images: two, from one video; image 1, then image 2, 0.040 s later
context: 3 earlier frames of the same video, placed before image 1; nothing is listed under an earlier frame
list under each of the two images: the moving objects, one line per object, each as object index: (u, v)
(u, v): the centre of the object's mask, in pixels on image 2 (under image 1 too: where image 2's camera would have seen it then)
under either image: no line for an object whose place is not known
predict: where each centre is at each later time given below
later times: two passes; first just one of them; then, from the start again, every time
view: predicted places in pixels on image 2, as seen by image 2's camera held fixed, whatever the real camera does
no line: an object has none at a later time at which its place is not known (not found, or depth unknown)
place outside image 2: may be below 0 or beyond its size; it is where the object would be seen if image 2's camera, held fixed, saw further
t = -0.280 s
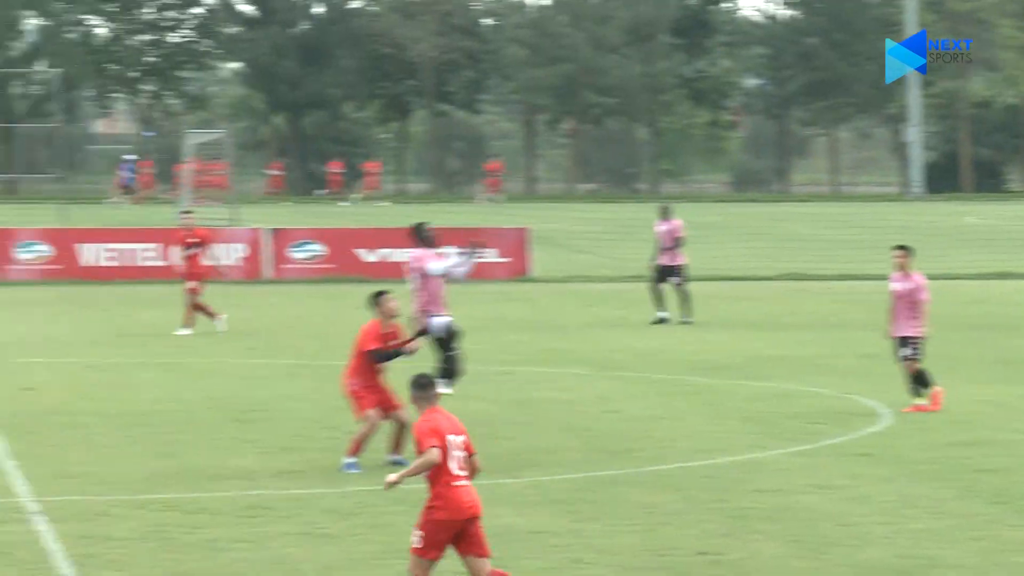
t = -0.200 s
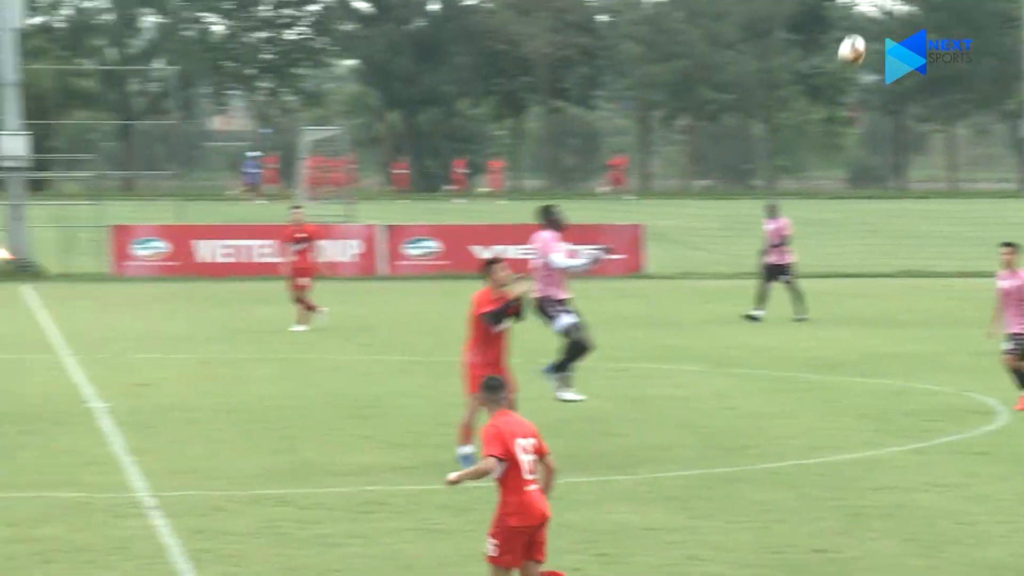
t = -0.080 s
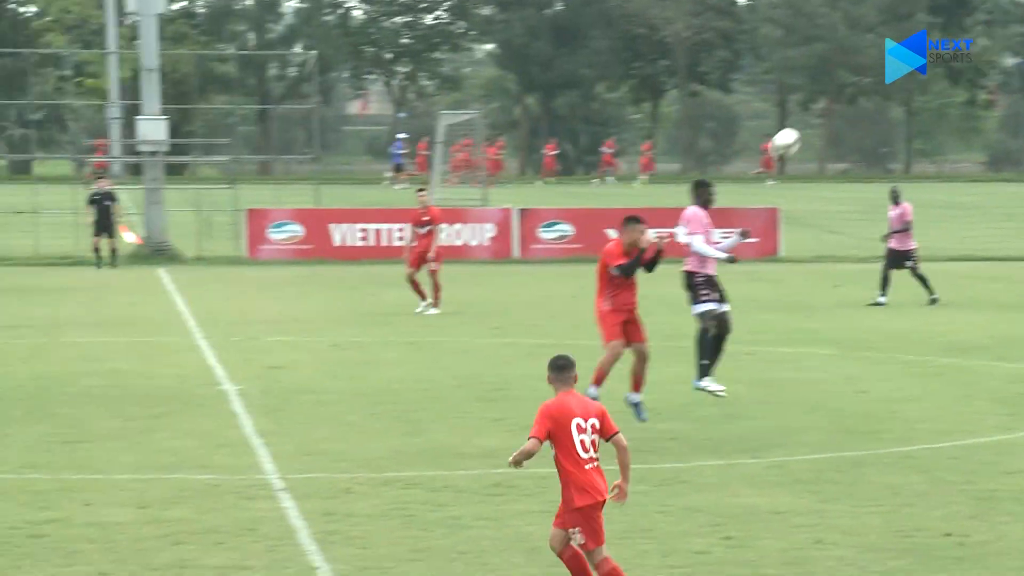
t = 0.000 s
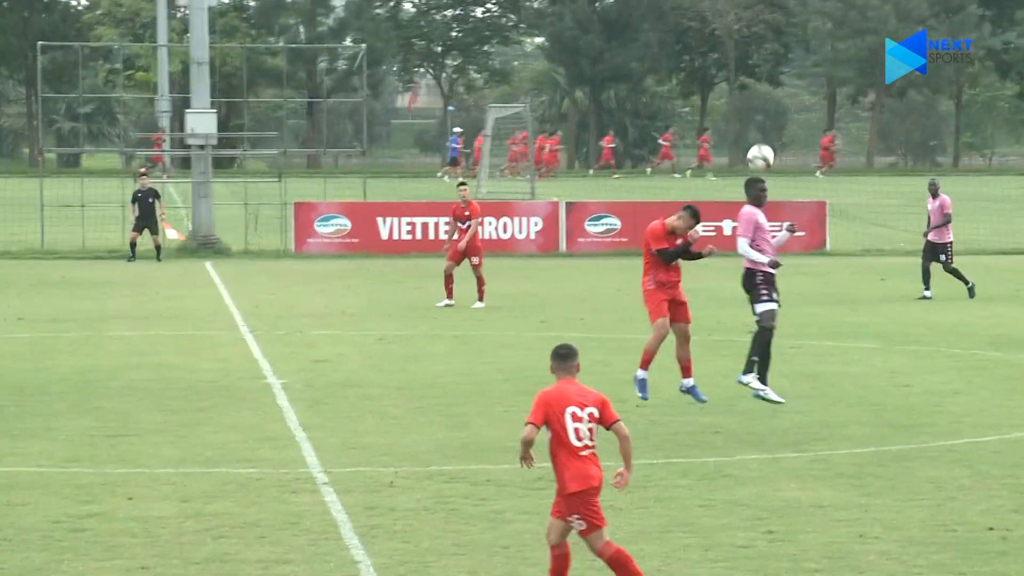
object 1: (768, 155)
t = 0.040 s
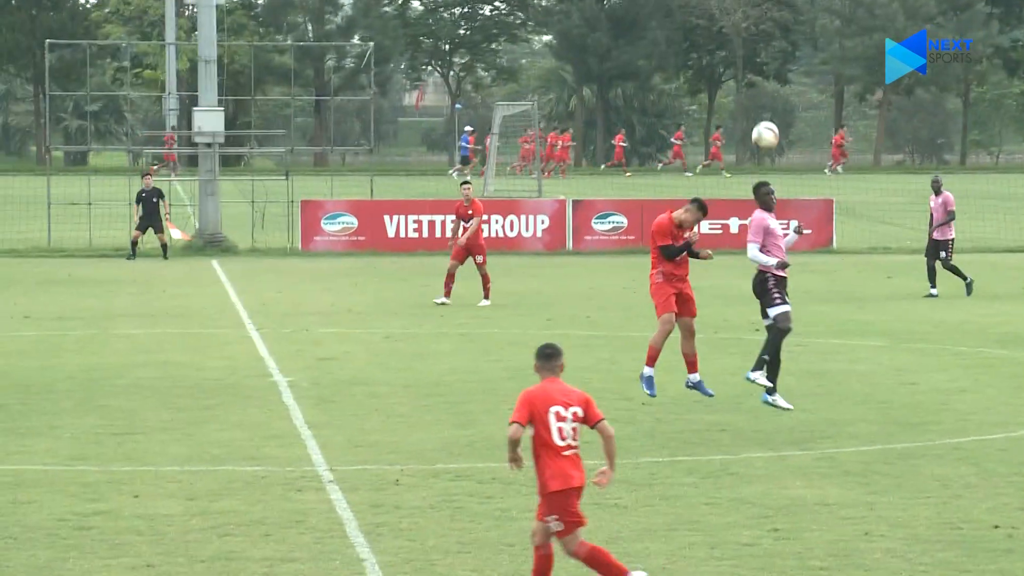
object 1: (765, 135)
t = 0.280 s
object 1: (735, 42)
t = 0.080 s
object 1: (762, 116)
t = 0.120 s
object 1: (759, 97)
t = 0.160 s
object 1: (755, 79)
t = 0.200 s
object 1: (749, 65)
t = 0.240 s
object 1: (743, 53)
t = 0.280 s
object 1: (735, 42)
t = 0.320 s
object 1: (727, 33)
